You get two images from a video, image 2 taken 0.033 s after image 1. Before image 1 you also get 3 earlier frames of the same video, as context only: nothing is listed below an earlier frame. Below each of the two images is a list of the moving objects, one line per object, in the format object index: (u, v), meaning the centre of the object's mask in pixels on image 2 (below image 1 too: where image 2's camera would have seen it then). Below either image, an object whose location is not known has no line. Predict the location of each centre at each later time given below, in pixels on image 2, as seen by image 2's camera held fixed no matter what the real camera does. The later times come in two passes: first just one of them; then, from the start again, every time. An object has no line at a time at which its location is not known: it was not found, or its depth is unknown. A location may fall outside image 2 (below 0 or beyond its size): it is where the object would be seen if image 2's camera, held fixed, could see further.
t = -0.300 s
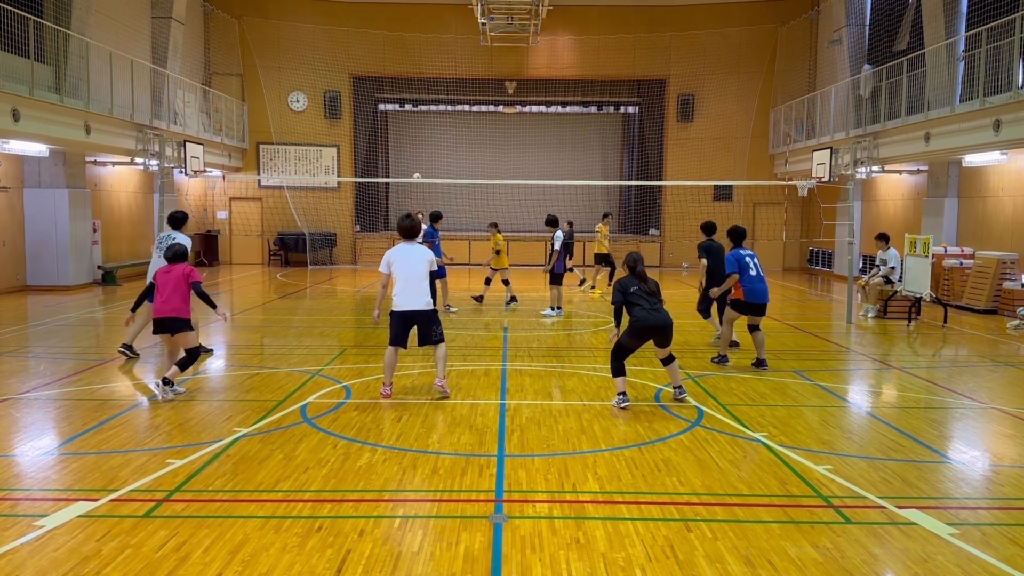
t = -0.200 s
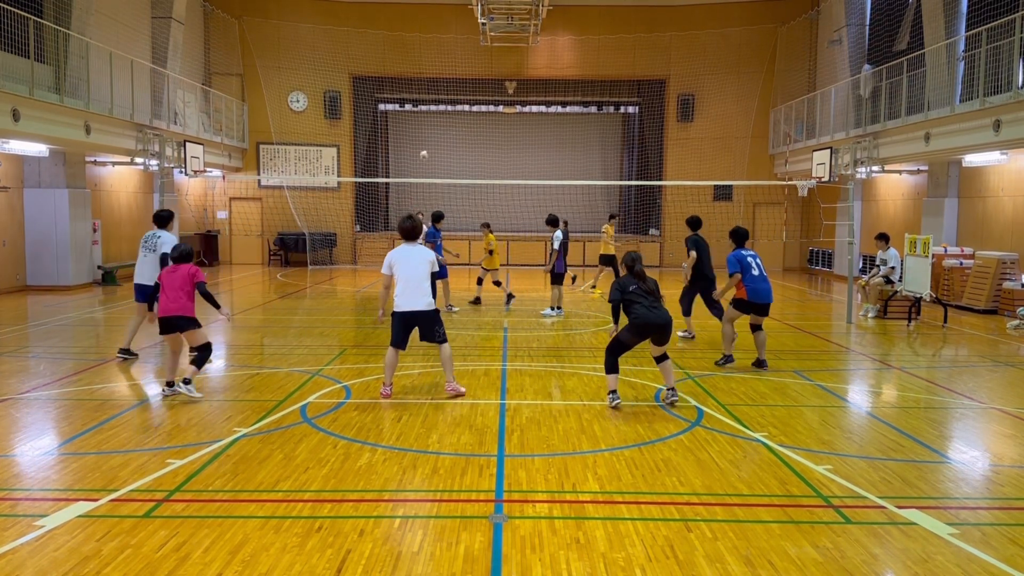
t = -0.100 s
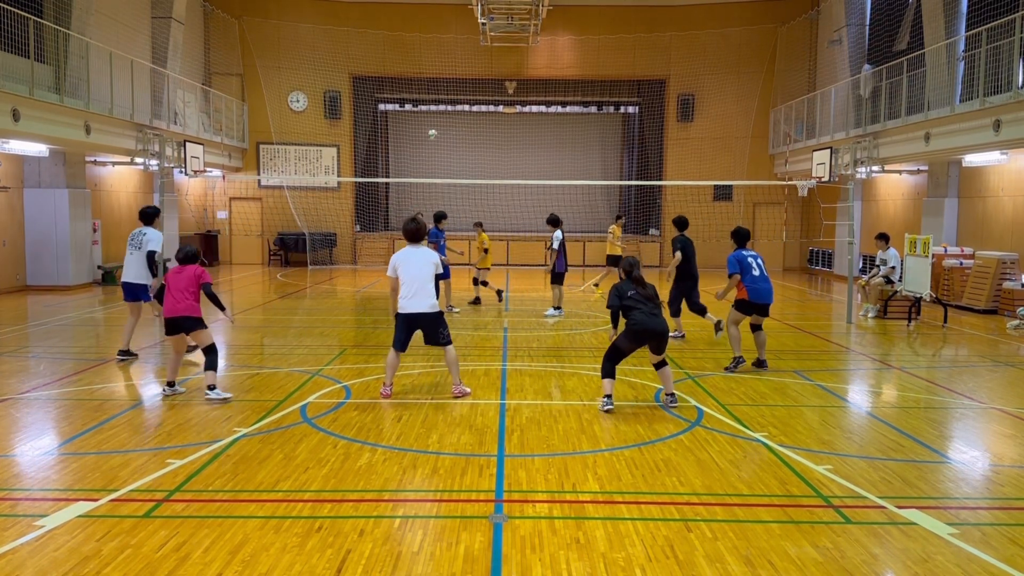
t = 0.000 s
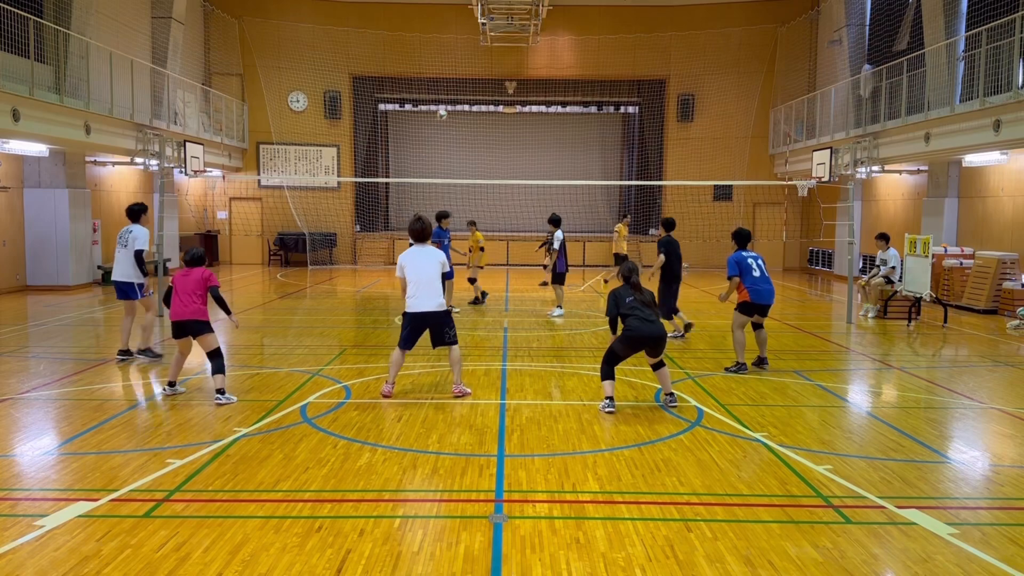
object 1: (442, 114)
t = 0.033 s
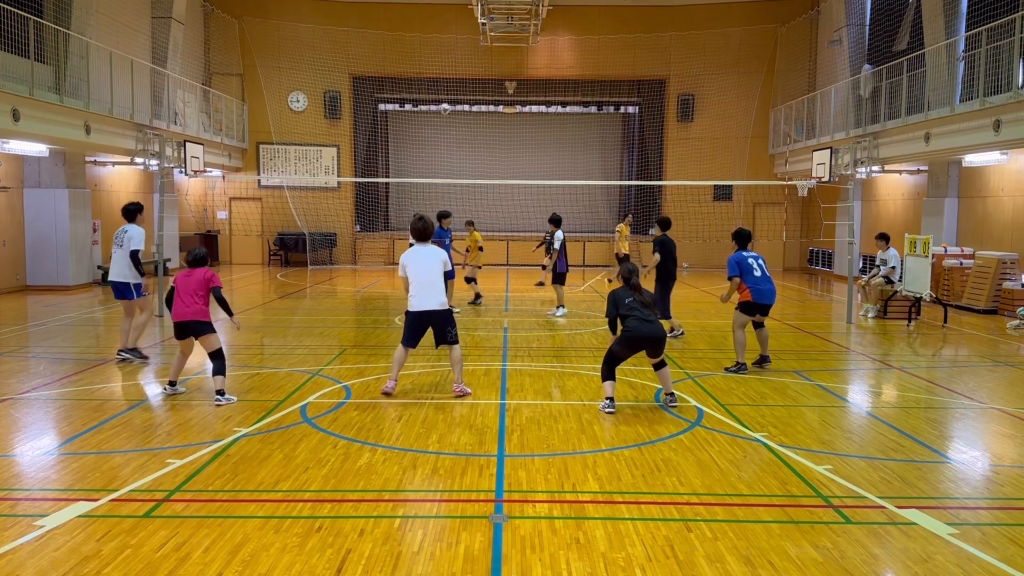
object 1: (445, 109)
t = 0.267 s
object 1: (467, 75)
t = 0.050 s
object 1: (447, 105)
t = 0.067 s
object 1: (448, 103)
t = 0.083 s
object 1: (449, 100)
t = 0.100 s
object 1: (451, 97)
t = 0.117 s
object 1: (453, 95)
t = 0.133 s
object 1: (454, 92)
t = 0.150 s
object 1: (455, 90)
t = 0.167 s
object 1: (457, 88)
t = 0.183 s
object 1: (458, 86)
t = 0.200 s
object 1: (460, 83)
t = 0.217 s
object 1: (462, 81)
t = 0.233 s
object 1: (463, 79)
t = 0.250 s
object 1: (465, 77)
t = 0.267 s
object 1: (467, 75)
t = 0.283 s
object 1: (469, 73)
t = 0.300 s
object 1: (471, 72)
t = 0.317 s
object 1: (472, 70)
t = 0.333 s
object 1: (474, 69)
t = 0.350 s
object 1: (476, 68)
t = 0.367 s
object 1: (478, 66)
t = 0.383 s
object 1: (480, 66)
